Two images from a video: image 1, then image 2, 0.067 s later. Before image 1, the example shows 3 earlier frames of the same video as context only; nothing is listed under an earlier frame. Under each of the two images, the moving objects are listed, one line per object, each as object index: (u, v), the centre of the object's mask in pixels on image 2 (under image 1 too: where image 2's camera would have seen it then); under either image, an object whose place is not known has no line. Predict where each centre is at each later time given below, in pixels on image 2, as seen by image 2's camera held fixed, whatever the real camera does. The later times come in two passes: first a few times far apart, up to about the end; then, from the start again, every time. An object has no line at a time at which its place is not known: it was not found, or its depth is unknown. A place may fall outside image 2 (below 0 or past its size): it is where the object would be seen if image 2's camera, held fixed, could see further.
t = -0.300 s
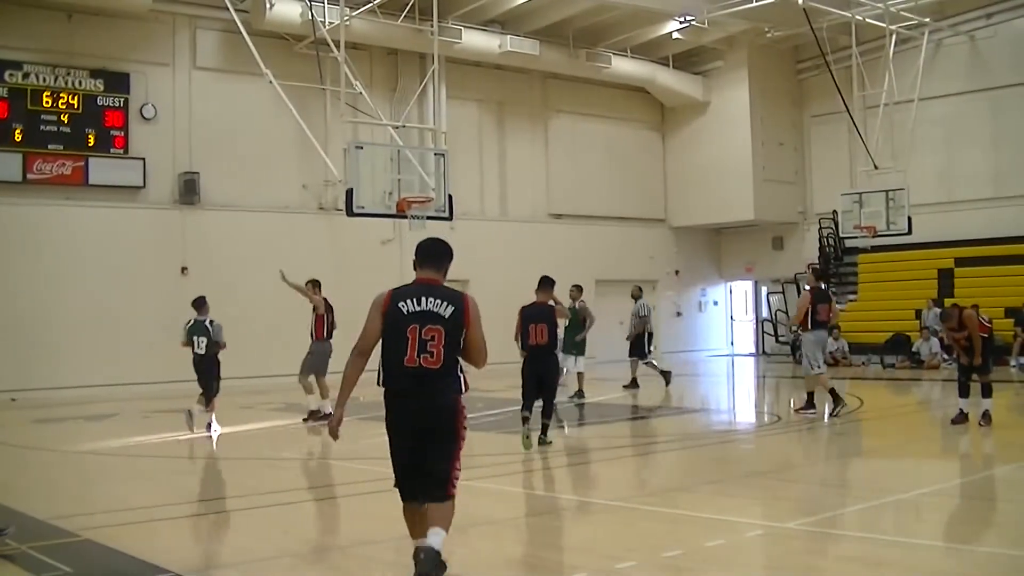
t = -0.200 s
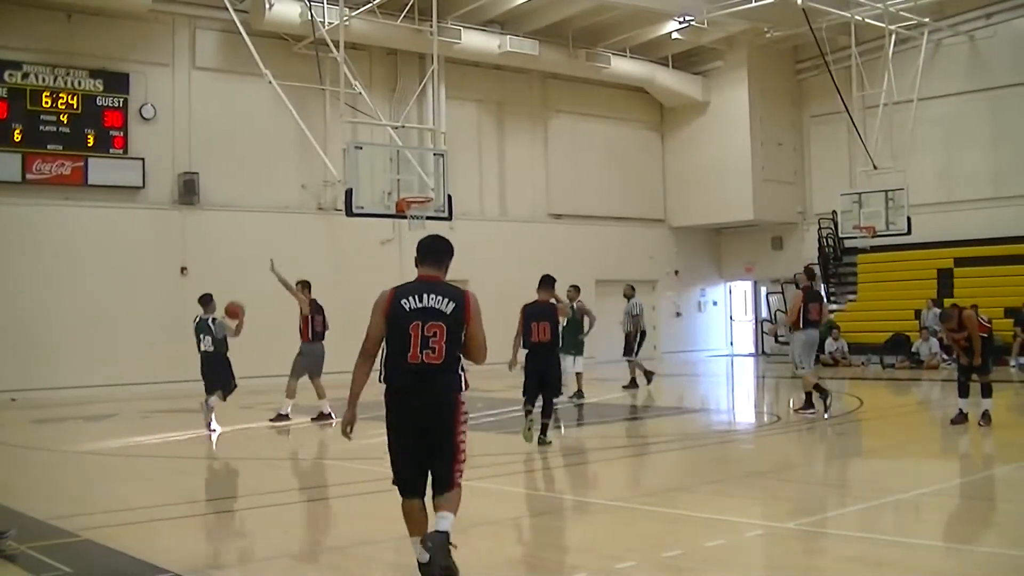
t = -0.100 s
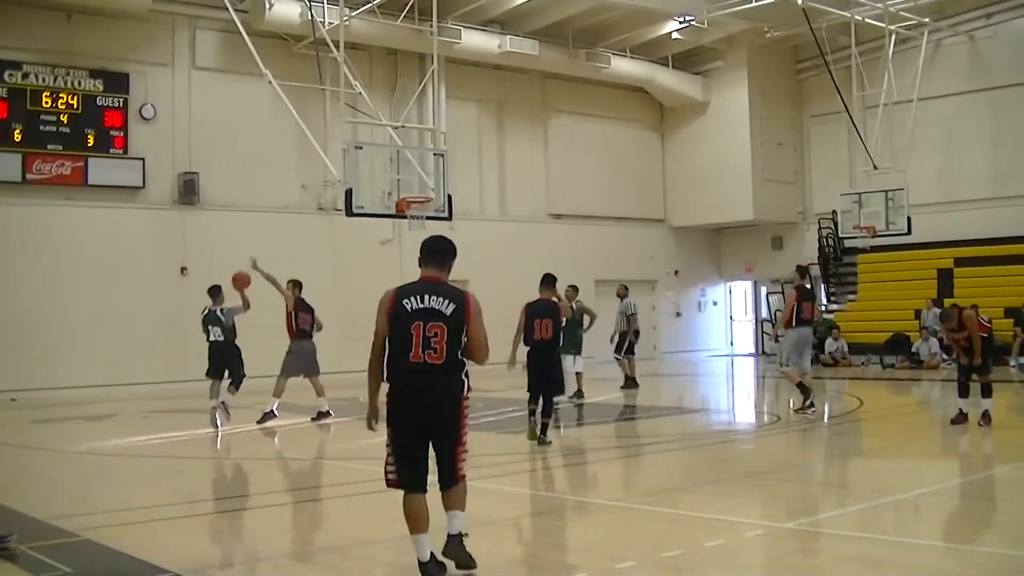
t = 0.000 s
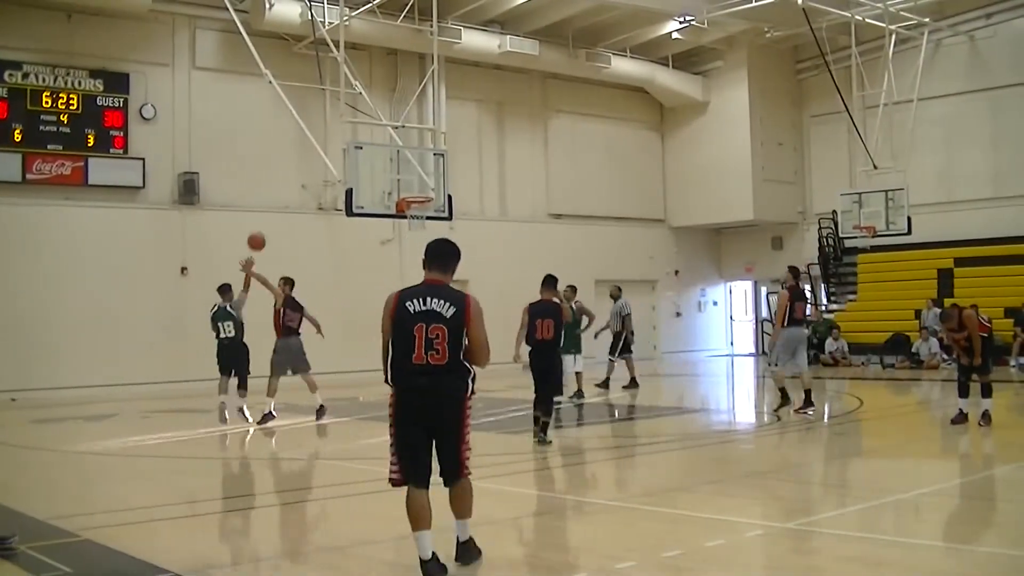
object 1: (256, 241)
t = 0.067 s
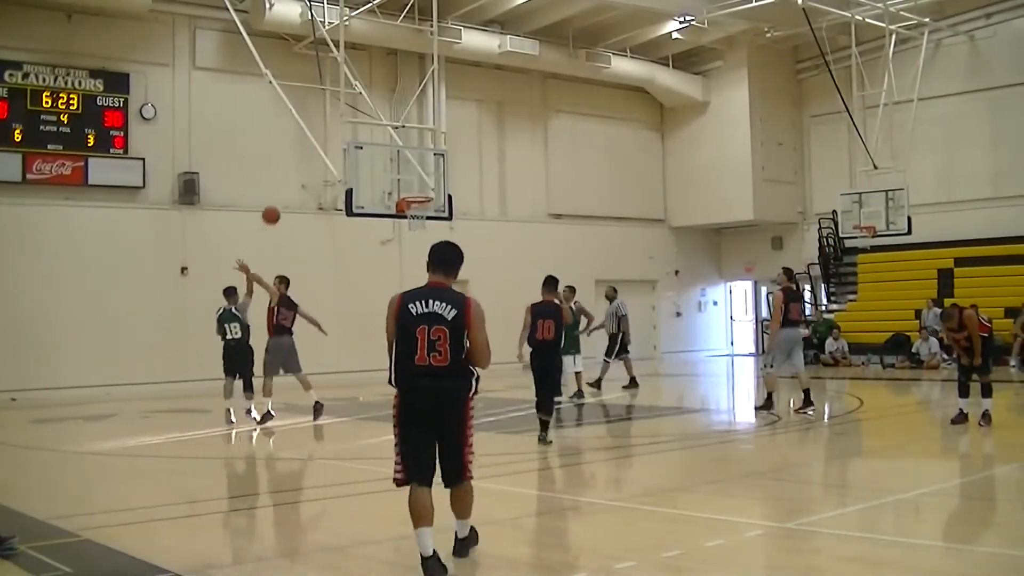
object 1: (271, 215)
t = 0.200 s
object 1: (298, 174)
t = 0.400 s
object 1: (336, 143)
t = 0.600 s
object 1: (371, 140)
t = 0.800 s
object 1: (403, 161)
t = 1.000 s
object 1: (439, 204)
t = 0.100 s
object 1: (278, 203)
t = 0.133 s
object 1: (285, 193)
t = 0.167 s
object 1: (292, 183)
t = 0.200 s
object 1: (298, 174)
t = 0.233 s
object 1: (305, 167)
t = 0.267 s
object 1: (311, 161)
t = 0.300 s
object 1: (317, 155)
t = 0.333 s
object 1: (324, 150)
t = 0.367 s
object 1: (330, 147)
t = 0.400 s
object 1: (336, 143)
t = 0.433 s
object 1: (342, 140)
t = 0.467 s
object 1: (348, 139)
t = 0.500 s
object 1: (354, 138)
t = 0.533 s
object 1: (360, 138)
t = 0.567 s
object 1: (365, 138)
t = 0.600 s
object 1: (371, 140)
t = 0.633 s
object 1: (377, 142)
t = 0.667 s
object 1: (382, 143)
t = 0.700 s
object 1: (387, 148)
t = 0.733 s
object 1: (393, 152)
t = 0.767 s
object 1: (398, 156)
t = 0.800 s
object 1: (403, 161)
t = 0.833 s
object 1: (410, 166)
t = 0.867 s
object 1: (415, 172)
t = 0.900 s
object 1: (421, 178)
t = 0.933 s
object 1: (427, 185)
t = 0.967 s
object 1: (434, 193)
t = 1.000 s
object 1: (439, 204)
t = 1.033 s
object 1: (446, 212)
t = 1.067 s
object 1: (451, 221)
